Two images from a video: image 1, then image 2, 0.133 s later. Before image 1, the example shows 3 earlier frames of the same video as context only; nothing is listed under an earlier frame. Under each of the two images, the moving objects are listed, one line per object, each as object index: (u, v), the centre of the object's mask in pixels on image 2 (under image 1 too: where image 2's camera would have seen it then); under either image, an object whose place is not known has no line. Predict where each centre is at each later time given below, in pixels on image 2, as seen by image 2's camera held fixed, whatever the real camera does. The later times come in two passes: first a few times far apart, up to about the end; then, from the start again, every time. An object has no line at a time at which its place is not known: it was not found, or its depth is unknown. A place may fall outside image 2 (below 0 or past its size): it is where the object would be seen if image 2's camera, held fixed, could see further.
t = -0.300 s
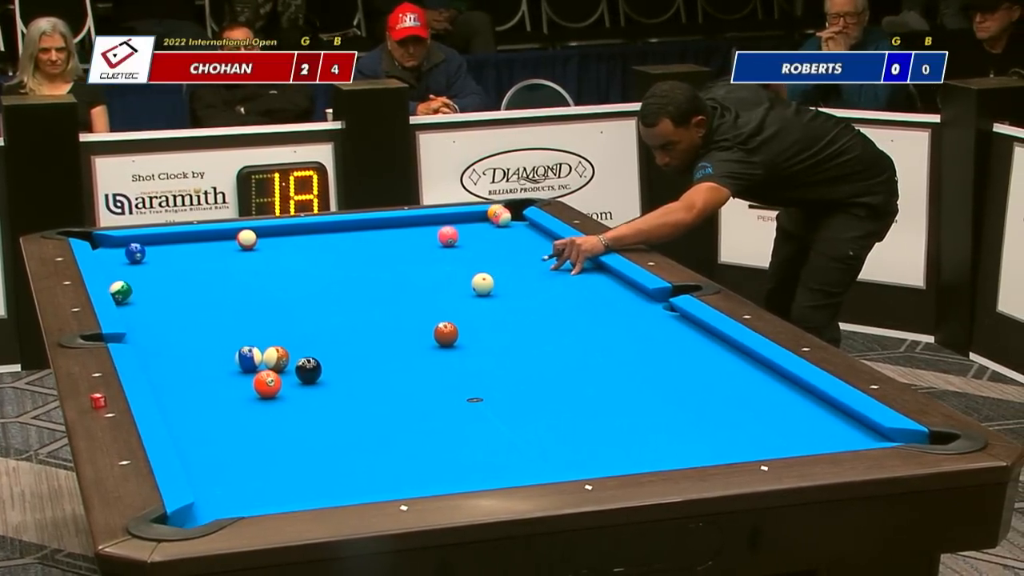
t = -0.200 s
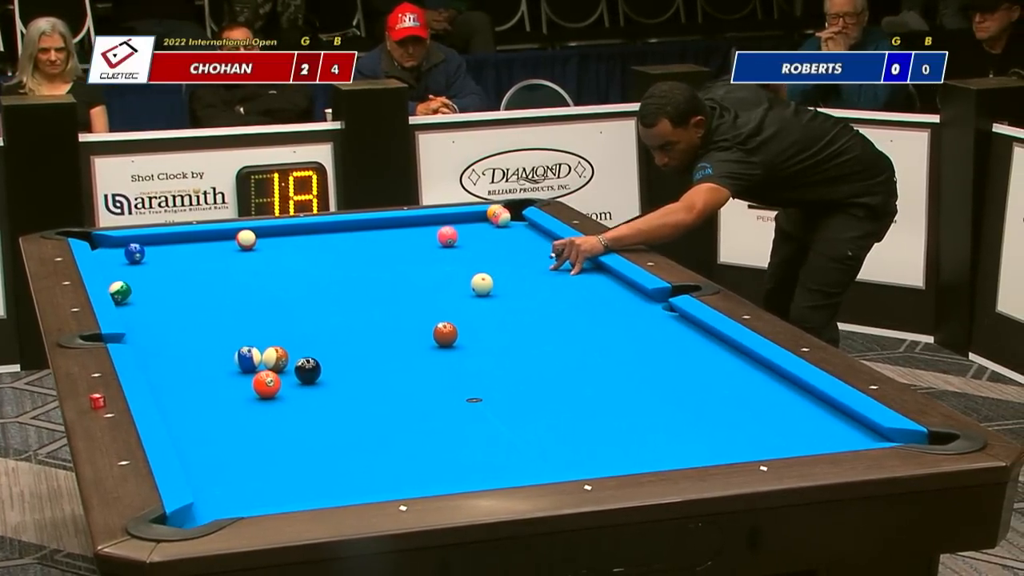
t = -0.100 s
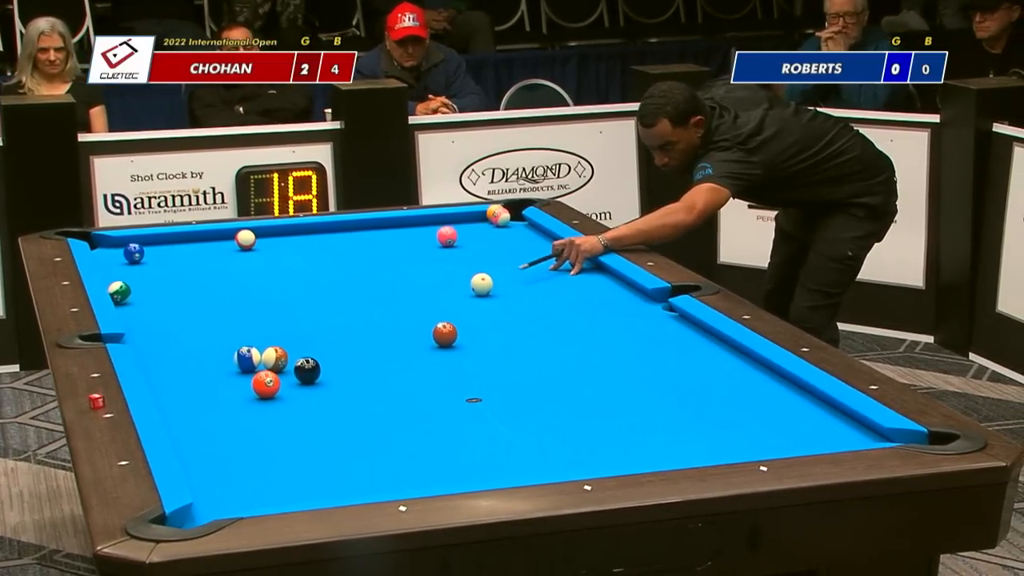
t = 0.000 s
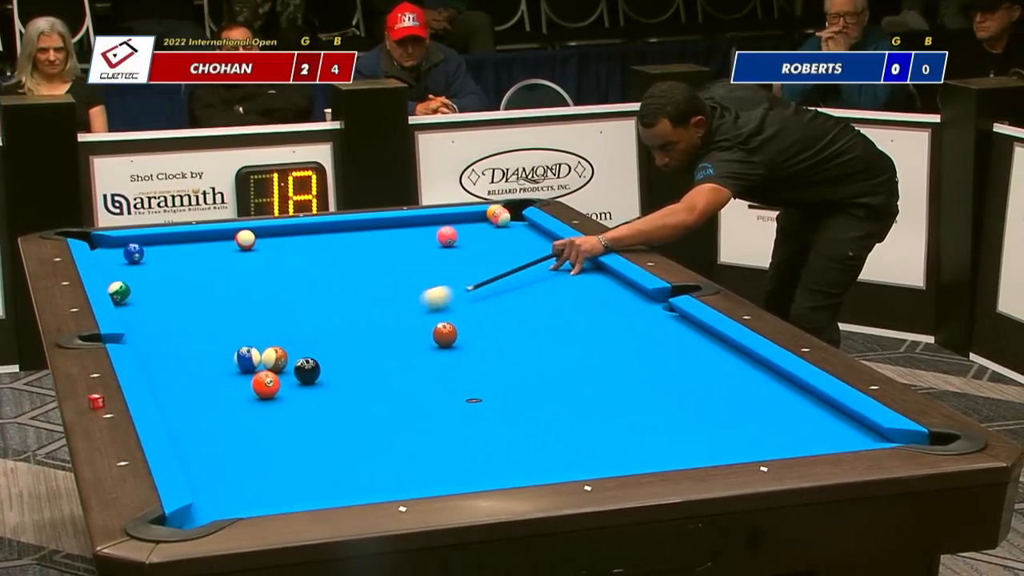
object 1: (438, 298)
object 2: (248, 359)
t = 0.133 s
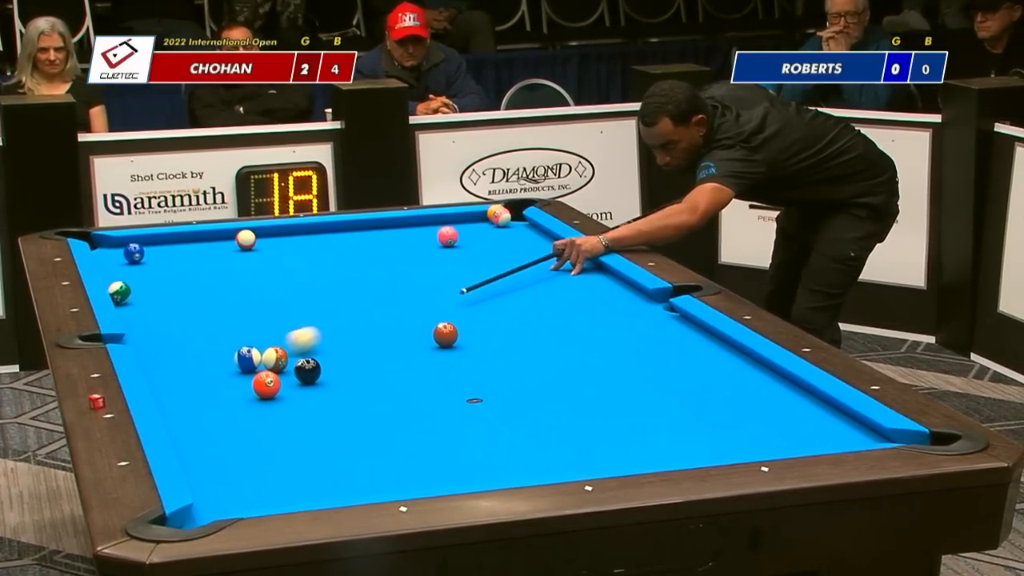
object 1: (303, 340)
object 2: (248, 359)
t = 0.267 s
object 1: (250, 353)
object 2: (164, 392)
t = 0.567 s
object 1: (179, 366)
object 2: (412, 413)
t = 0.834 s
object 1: (186, 372)
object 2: (606, 429)
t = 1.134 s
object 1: (238, 374)
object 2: (835, 440)
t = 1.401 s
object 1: (285, 375)
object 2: (797, 428)
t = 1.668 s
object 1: (318, 380)
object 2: (697, 417)
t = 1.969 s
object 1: (353, 384)
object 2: (594, 407)
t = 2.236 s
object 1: (383, 388)
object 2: (509, 398)
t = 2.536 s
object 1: (393, 391)
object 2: (441, 391)
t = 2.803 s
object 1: (348, 392)
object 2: (443, 386)
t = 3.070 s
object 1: (307, 392)
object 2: (445, 383)
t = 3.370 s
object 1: (266, 393)
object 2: (446, 379)
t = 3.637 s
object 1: (231, 394)
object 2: (446, 377)
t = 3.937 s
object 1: (195, 395)
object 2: (446, 376)
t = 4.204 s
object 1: (167, 395)
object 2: (447, 376)
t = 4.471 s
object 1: (176, 393)
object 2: (447, 375)
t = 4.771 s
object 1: (189, 391)
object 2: (447, 375)
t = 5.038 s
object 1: (197, 390)
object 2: (447, 376)
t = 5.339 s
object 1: (204, 390)
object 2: (449, 376)
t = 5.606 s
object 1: (208, 389)
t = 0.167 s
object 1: (268, 344)
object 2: (247, 359)
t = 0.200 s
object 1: (257, 350)
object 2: (219, 369)
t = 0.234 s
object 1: (254, 352)
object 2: (184, 382)
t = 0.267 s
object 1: (250, 353)
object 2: (164, 392)
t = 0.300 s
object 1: (245, 353)
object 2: (193, 395)
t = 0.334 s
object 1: (238, 354)
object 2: (225, 397)
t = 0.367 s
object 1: (231, 355)
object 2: (252, 400)
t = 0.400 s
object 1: (224, 357)
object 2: (282, 402)
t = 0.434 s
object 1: (215, 358)
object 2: (311, 404)
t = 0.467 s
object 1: (206, 360)
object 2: (336, 407)
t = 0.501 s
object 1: (197, 362)
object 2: (362, 409)
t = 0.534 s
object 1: (188, 364)
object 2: (388, 411)
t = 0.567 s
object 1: (179, 366)
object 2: (412, 413)
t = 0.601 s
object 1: (170, 368)
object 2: (434, 415)
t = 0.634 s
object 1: (160, 369)
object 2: (460, 416)
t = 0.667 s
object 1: (154, 372)
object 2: (483, 418)
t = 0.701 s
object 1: (161, 371)
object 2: (507, 420)
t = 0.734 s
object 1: (167, 372)
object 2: (532, 423)
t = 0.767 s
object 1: (173, 372)
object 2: (556, 425)
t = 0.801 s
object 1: (179, 372)
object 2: (581, 426)
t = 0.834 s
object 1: (186, 372)
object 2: (606, 429)
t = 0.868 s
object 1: (192, 373)
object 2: (630, 431)
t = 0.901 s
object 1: (197, 373)
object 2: (657, 432)
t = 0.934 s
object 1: (203, 373)
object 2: (681, 435)
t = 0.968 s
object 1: (209, 373)
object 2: (705, 436)
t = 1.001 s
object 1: (215, 373)
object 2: (733, 439)
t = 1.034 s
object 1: (221, 374)
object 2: (758, 439)
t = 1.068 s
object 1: (227, 374)
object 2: (782, 439)
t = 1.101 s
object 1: (232, 374)
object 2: (810, 440)
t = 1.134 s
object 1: (238, 374)
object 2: (835, 440)
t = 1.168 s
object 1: (243, 374)
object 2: (849, 436)
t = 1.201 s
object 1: (247, 374)
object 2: (863, 433)
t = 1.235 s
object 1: (252, 372)
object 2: (869, 431)
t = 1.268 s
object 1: (258, 370)
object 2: (855, 430)
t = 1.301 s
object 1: (266, 369)
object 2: (839, 429)
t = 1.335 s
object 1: (274, 370)
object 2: (823, 430)
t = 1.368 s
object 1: (281, 372)
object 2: (810, 429)
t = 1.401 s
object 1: (285, 375)
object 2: (797, 428)
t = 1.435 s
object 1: (289, 376)
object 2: (783, 426)
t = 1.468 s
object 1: (293, 377)
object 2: (772, 424)
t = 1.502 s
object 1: (297, 377)
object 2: (758, 423)
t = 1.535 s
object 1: (302, 378)
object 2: (747, 422)
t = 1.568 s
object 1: (306, 378)
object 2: (734, 421)
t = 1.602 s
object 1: (310, 379)
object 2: (720, 420)
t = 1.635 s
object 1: (314, 379)
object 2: (711, 418)
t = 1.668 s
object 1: (318, 380)
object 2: (697, 417)
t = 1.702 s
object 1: (322, 380)
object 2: (686, 416)
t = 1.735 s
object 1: (326, 381)
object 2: (674, 416)
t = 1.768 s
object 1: (330, 381)
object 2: (661, 414)
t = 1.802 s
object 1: (334, 382)
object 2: (651, 413)
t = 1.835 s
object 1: (338, 382)
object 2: (639, 411)
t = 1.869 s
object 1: (342, 383)
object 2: (627, 410)
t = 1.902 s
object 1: (346, 383)
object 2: (617, 410)
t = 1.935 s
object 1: (349, 384)
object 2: (604, 408)
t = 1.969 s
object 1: (353, 384)
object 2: (594, 407)
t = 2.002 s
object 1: (357, 385)
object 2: (584, 406)
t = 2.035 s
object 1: (361, 385)
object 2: (572, 404)
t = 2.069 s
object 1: (365, 386)
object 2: (562, 404)
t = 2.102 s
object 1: (368, 386)
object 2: (551, 404)
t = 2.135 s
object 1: (372, 387)
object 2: (539, 402)
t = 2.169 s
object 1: (376, 387)
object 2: (530, 401)
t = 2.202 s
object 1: (379, 387)
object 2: (520, 399)
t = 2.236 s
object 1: (383, 388)
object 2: (509, 398)
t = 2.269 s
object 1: (387, 388)
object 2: (499, 398)
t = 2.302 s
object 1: (390, 389)
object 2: (489, 397)
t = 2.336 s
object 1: (394, 389)
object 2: (478, 396)
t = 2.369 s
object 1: (397, 390)
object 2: (469, 395)
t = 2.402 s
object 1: (400, 390)
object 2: (459, 393)
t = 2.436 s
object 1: (404, 390)
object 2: (449, 392)
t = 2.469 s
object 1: (407, 391)
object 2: (440, 392)
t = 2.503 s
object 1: (402, 391)
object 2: (439, 391)
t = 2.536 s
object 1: (393, 391)
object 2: (441, 391)
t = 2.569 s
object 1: (386, 391)
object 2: (442, 390)
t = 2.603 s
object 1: (380, 391)
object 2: (442, 389)
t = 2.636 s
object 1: (375, 391)
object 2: (441, 389)
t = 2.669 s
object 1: (369, 391)
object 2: (442, 388)
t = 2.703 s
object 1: (364, 391)
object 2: (442, 387)
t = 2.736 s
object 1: (358, 391)
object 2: (443, 387)
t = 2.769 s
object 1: (353, 392)
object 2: (443, 387)
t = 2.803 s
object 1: (348, 392)
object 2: (443, 386)
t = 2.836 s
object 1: (343, 392)
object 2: (443, 386)
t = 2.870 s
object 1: (338, 392)
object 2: (443, 385)
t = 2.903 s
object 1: (332, 392)
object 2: (443, 385)
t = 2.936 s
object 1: (327, 392)
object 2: (444, 384)
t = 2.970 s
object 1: (322, 392)
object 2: (444, 384)
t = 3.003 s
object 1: (317, 392)
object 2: (444, 384)
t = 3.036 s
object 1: (312, 392)
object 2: (444, 383)
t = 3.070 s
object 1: (307, 392)
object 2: (445, 383)
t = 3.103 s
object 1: (303, 392)
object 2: (445, 382)
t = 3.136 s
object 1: (298, 393)
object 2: (445, 382)
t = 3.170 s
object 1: (293, 393)
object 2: (445, 382)
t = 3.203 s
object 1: (289, 393)
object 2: (445, 381)
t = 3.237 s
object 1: (284, 393)
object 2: (445, 381)
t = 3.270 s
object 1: (279, 393)
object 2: (445, 380)
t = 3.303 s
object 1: (274, 393)
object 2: (445, 380)
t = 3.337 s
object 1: (270, 393)
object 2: (446, 379)
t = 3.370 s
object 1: (266, 393)
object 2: (446, 379)
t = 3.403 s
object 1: (261, 393)
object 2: (446, 379)
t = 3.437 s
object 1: (257, 393)
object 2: (446, 378)
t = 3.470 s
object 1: (252, 393)
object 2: (446, 378)
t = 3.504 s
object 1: (248, 393)
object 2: (446, 378)
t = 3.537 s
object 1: (244, 394)
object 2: (446, 378)
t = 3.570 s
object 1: (239, 394)
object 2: (446, 378)
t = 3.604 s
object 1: (235, 394)
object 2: (446, 378)
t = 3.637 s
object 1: (231, 394)
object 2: (446, 377)
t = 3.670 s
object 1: (227, 394)
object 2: (446, 377)
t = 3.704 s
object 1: (223, 394)
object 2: (447, 377)
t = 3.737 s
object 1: (219, 394)
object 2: (446, 377)
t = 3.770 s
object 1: (215, 394)
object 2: (446, 377)
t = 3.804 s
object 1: (211, 394)
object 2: (446, 376)
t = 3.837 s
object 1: (207, 394)
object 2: (446, 376)
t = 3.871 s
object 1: (203, 394)
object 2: (446, 376)
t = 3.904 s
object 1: (199, 394)
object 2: (447, 376)
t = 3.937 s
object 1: (195, 395)
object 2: (446, 376)
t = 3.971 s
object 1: (192, 395)
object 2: (446, 376)
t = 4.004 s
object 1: (188, 395)
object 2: (447, 376)
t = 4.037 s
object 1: (184, 395)
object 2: (447, 376)
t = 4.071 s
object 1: (181, 395)
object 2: (447, 376)
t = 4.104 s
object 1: (177, 395)
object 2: (447, 376)
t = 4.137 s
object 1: (174, 395)
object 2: (447, 376)
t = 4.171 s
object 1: (170, 395)
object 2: (447, 376)
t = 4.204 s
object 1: (167, 395)
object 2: (447, 376)
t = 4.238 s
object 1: (164, 395)
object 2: (447, 376)
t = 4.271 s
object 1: (166, 395)
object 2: (447, 376)
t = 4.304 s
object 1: (167, 395)
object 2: (447, 376)
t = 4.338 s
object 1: (169, 395)
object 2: (447, 376)
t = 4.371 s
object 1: (171, 394)
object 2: (447, 376)
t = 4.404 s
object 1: (172, 394)
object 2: (447, 376)
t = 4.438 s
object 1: (174, 393)
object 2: (447, 375)
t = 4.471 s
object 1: (176, 393)
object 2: (447, 375)
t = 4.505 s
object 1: (178, 393)
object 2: (447, 375)
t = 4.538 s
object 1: (179, 393)
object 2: (447, 375)
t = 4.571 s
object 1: (181, 393)
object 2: (447, 375)
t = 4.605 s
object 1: (182, 392)
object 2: (447, 375)
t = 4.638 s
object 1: (184, 392)
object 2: (447, 375)
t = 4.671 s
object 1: (185, 392)
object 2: (447, 375)
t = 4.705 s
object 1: (187, 392)
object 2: (447, 375)
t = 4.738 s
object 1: (188, 392)
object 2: (447, 375)
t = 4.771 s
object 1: (189, 391)
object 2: (447, 375)
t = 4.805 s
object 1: (190, 391)
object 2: (447, 375)
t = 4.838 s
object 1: (191, 391)
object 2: (447, 375)
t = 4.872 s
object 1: (192, 391)
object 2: (447, 375)
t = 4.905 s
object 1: (193, 390)
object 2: (447, 375)
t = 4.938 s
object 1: (194, 390)
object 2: (447, 375)
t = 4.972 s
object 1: (195, 390)
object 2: (447, 375)
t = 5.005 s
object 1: (196, 390)
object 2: (447, 375)
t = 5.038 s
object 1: (197, 390)
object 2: (447, 376)
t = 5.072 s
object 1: (198, 390)
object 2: (448, 376)
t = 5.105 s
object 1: (199, 390)
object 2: (448, 376)
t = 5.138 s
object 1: (200, 390)
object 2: (448, 376)
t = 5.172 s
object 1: (200, 390)
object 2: (448, 376)
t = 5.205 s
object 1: (201, 390)
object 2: (448, 376)
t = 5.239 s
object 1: (202, 390)
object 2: (448, 376)
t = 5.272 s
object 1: (203, 390)
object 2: (448, 376)
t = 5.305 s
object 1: (203, 390)
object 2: (449, 376)
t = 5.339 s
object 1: (204, 390)
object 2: (449, 376)
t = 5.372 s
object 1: (204, 390)
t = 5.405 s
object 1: (205, 390)
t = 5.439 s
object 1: (206, 390)
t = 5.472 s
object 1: (206, 390)
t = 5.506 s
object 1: (207, 389)
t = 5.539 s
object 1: (207, 389)
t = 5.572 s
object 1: (208, 389)
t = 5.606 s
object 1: (208, 389)
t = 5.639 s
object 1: (209, 389)
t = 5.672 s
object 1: (209, 389)
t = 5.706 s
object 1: (209, 389)
